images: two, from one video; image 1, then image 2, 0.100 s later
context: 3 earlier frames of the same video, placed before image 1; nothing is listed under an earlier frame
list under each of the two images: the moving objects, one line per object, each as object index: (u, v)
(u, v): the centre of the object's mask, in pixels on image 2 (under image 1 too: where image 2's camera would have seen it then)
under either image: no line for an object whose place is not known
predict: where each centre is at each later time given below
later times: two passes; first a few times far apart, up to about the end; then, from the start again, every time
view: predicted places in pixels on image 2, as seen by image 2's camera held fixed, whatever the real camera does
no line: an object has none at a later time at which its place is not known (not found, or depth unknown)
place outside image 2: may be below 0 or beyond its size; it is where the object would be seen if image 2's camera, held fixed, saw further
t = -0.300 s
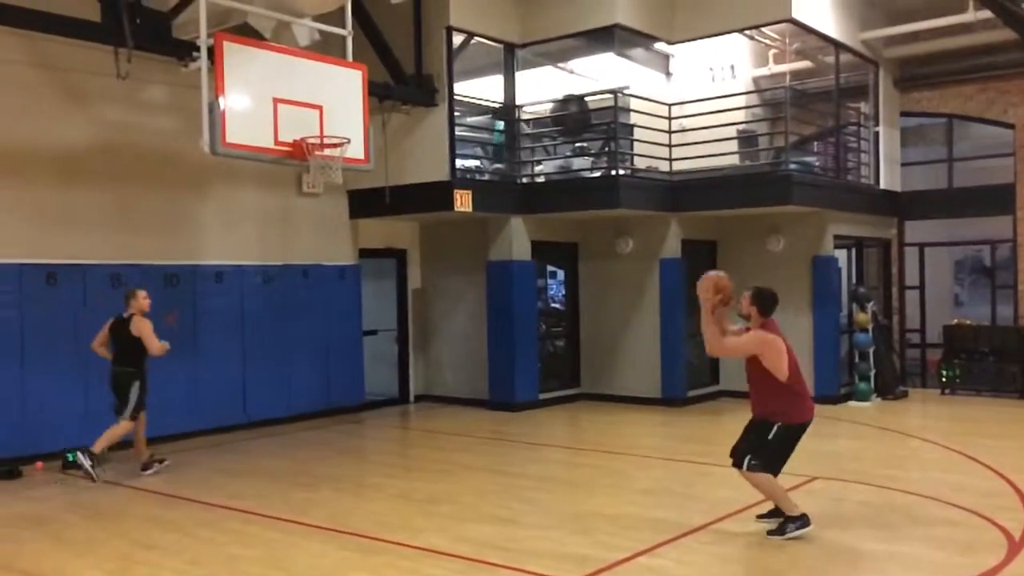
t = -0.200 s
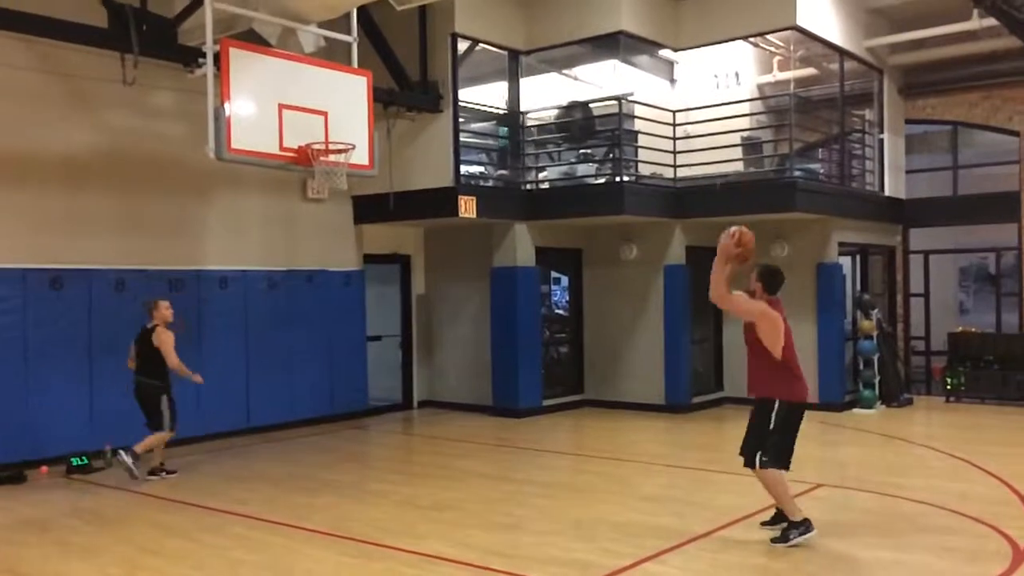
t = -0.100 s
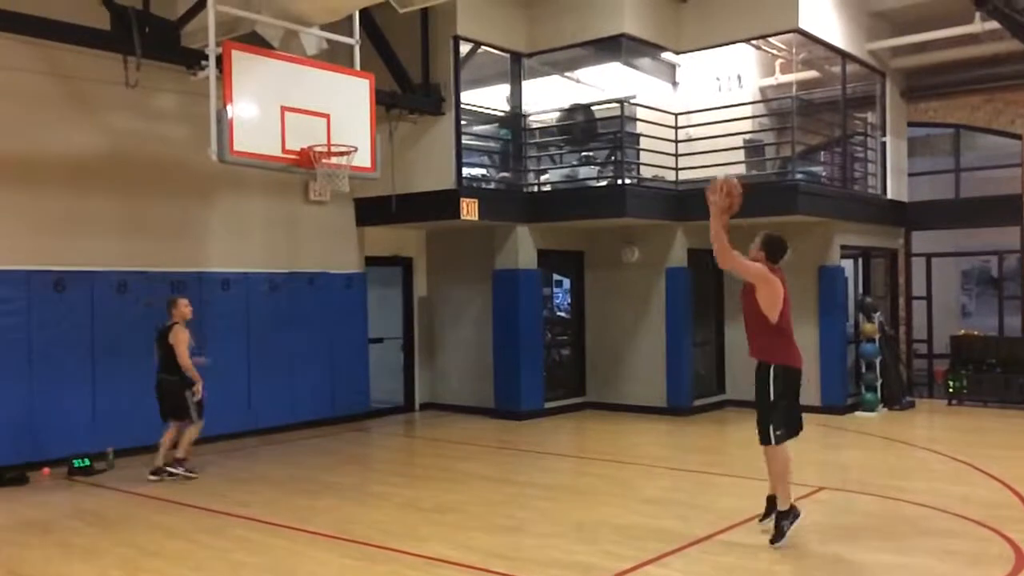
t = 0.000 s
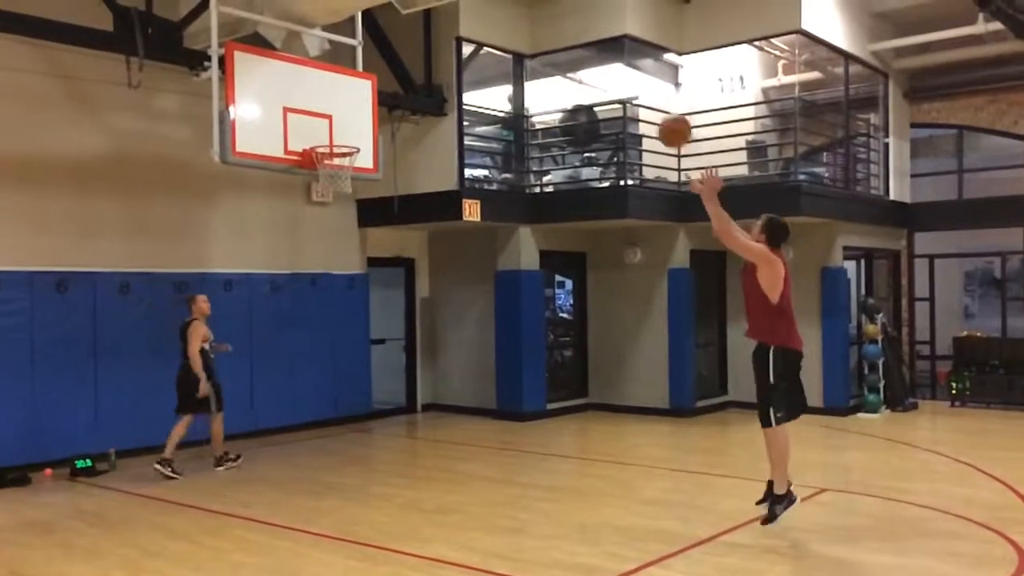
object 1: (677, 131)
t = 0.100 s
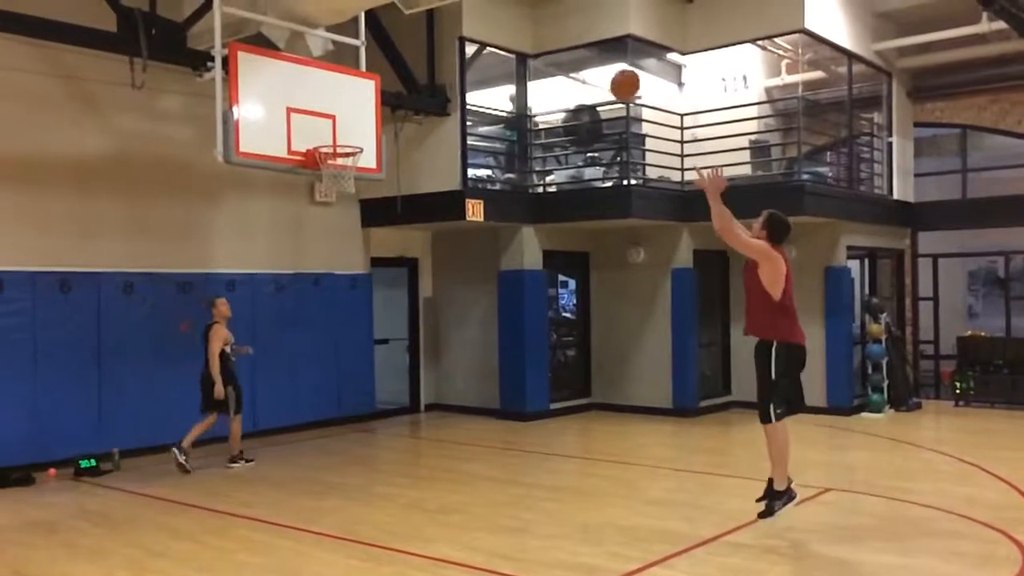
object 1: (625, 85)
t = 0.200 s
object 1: (575, 53)
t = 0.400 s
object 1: (493, 34)
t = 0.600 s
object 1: (423, 61)
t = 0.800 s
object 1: (360, 127)
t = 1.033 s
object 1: (324, 177)
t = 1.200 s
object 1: (311, 215)
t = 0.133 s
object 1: (608, 71)
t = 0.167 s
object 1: (592, 62)
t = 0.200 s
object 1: (575, 53)
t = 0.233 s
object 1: (561, 47)
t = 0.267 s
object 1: (546, 41)
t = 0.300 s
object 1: (532, 38)
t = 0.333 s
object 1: (519, 35)
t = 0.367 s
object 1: (506, 34)
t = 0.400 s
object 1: (493, 34)
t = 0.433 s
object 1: (480, 35)
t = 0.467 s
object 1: (468, 39)
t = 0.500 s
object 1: (461, 45)
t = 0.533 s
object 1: (443, 47)
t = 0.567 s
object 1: (433, 54)
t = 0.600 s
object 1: (423, 61)
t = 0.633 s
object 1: (411, 71)
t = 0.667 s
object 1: (400, 81)
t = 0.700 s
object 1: (390, 90)
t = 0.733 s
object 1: (379, 102)
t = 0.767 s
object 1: (367, 114)
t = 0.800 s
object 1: (360, 127)
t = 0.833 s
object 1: (351, 141)
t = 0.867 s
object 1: (342, 155)
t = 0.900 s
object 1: (336, 169)
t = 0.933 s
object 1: (329, 173)
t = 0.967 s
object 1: (326, 173)
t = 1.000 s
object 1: (324, 175)
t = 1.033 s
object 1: (324, 177)
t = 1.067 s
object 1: (322, 179)
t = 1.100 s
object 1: (319, 193)
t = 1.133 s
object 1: (315, 196)
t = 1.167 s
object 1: (313, 207)
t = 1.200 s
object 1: (311, 215)
